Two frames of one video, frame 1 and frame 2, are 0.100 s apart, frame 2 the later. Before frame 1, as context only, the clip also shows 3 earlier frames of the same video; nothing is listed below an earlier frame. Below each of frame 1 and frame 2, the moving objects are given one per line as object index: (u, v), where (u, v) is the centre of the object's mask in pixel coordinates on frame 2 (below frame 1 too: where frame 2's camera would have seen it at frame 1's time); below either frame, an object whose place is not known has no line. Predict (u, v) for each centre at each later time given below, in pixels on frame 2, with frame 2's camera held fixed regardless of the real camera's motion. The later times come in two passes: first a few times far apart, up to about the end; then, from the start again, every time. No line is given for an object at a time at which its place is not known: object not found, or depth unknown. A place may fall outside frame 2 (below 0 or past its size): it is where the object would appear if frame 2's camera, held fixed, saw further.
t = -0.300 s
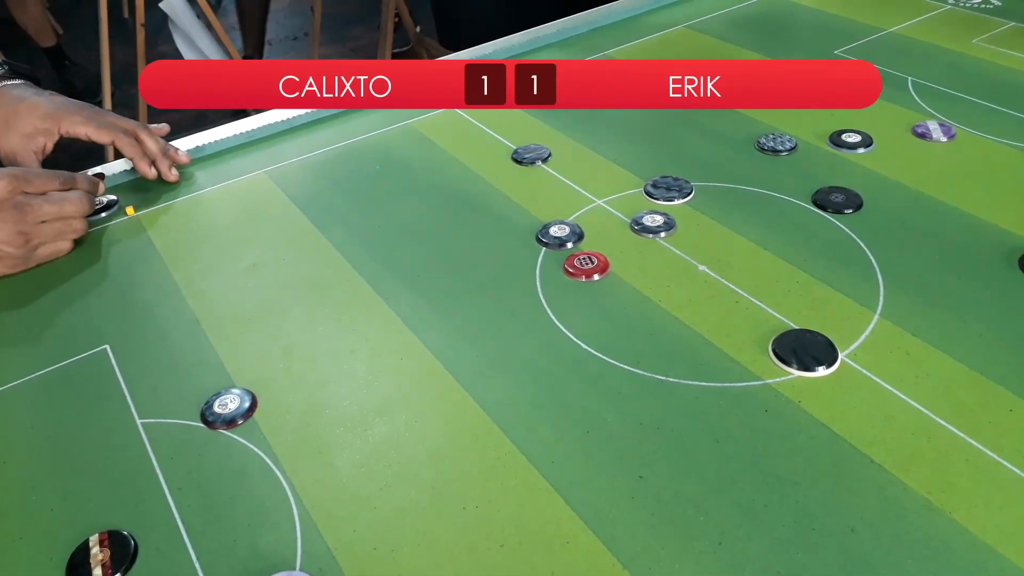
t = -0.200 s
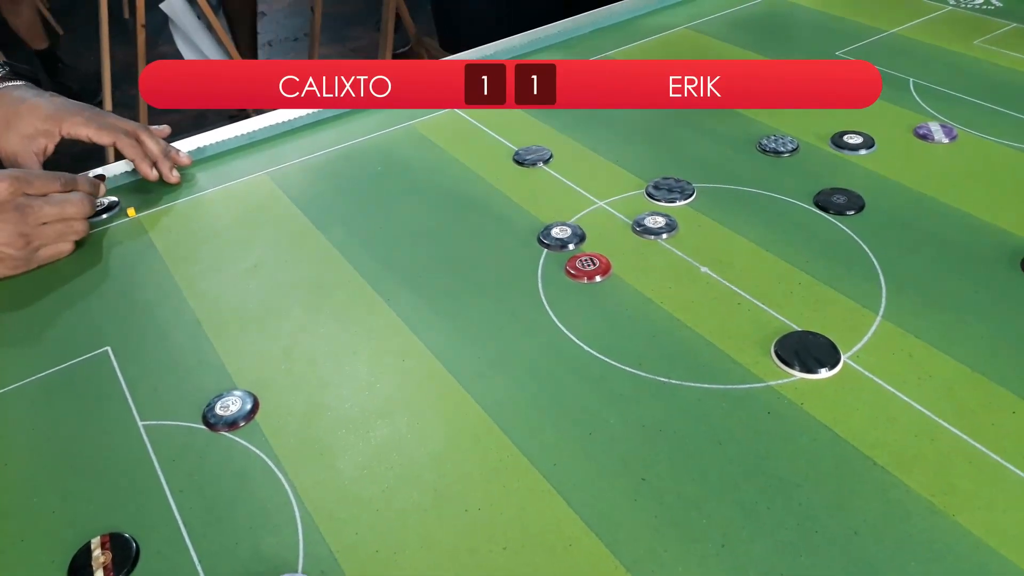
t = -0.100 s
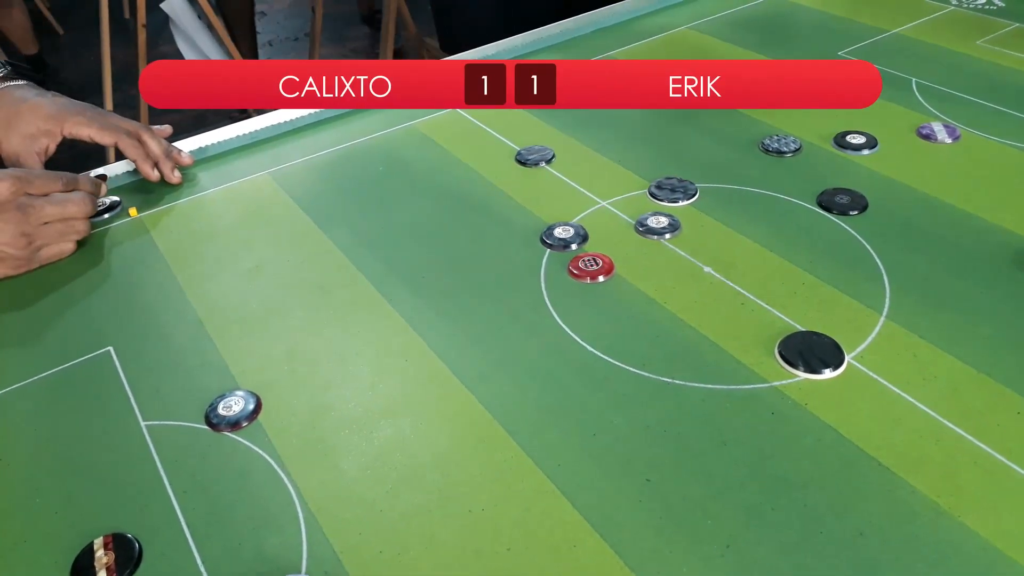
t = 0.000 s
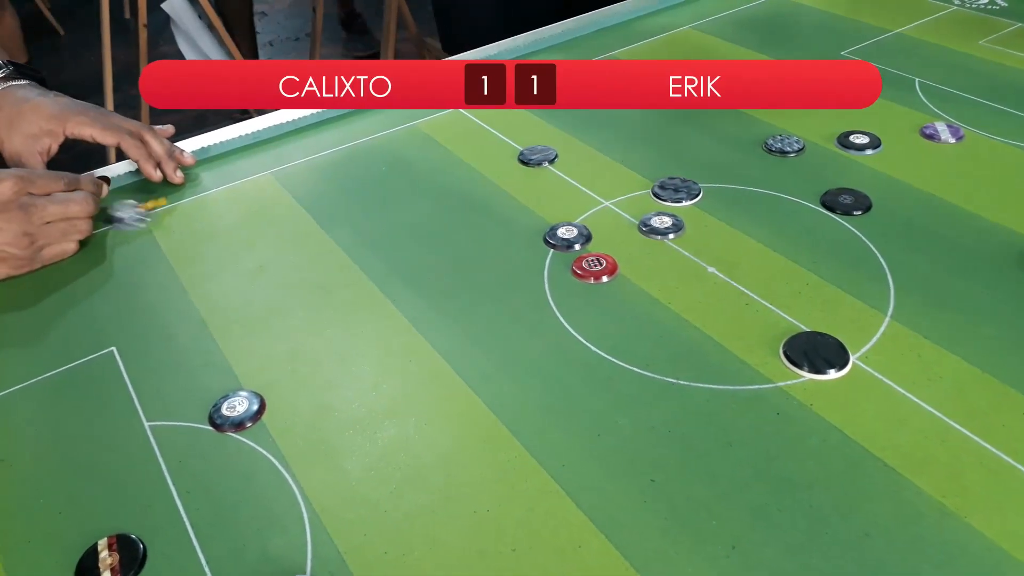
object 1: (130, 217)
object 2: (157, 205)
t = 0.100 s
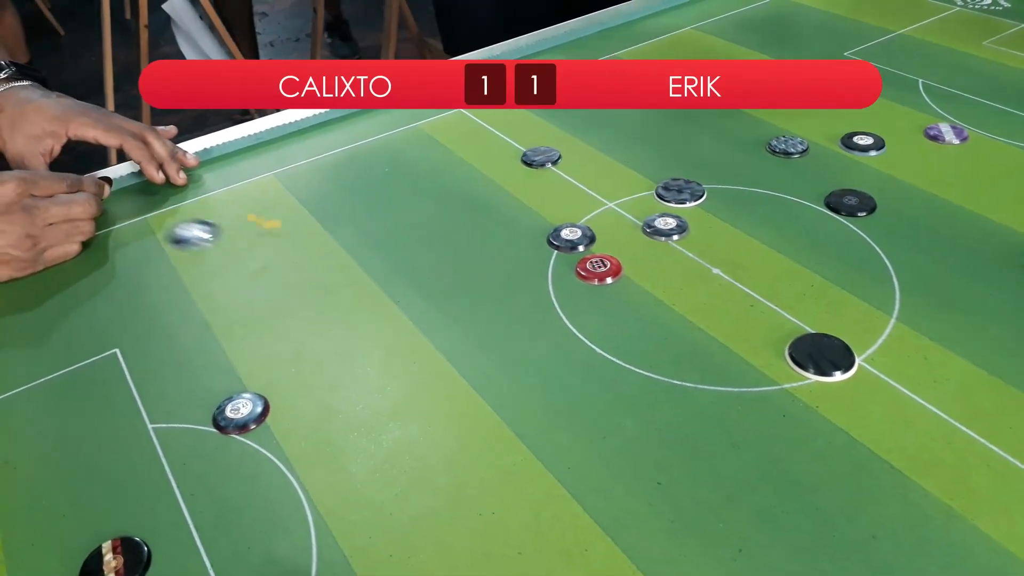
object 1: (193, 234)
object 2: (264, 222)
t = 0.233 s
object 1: (258, 253)
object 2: (393, 228)
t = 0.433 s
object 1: (297, 264)
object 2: (531, 248)
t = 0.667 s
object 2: (589, 249)
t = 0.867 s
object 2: (590, 248)
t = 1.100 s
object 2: (590, 248)
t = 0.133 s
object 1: (212, 239)
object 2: (297, 221)
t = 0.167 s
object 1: (229, 244)
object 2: (330, 226)
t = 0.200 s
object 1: (244, 249)
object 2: (362, 230)
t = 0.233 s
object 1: (258, 253)
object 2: (393, 228)
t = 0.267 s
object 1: (269, 256)
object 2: (421, 235)
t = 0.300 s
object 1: (278, 259)
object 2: (447, 238)
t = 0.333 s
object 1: (286, 261)
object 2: (472, 240)
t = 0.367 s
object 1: (291, 263)
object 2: (493, 242)
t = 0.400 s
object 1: (295, 264)
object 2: (514, 245)
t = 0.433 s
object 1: (297, 264)
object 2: (531, 248)
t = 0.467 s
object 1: (297, 265)
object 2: (546, 250)
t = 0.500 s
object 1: (297, 265)
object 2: (559, 251)
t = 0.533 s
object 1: (297, 265)
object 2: (570, 252)
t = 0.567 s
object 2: (580, 252)
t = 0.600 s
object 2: (585, 251)
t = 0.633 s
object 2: (588, 250)
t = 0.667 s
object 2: (589, 249)
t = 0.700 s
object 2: (590, 249)
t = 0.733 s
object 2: (590, 248)
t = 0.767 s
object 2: (590, 249)
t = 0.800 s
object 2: (590, 249)
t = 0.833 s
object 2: (590, 248)
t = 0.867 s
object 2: (590, 248)
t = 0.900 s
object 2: (590, 248)
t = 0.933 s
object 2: (590, 248)
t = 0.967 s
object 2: (590, 248)
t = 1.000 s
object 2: (590, 248)
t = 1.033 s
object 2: (590, 248)
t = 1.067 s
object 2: (590, 248)
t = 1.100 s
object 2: (590, 248)
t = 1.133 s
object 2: (590, 248)
